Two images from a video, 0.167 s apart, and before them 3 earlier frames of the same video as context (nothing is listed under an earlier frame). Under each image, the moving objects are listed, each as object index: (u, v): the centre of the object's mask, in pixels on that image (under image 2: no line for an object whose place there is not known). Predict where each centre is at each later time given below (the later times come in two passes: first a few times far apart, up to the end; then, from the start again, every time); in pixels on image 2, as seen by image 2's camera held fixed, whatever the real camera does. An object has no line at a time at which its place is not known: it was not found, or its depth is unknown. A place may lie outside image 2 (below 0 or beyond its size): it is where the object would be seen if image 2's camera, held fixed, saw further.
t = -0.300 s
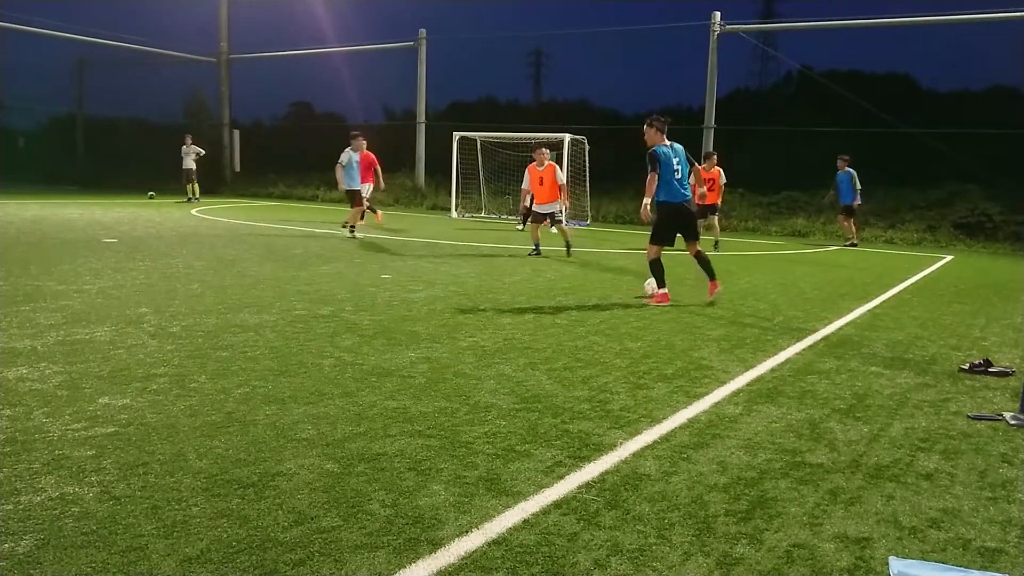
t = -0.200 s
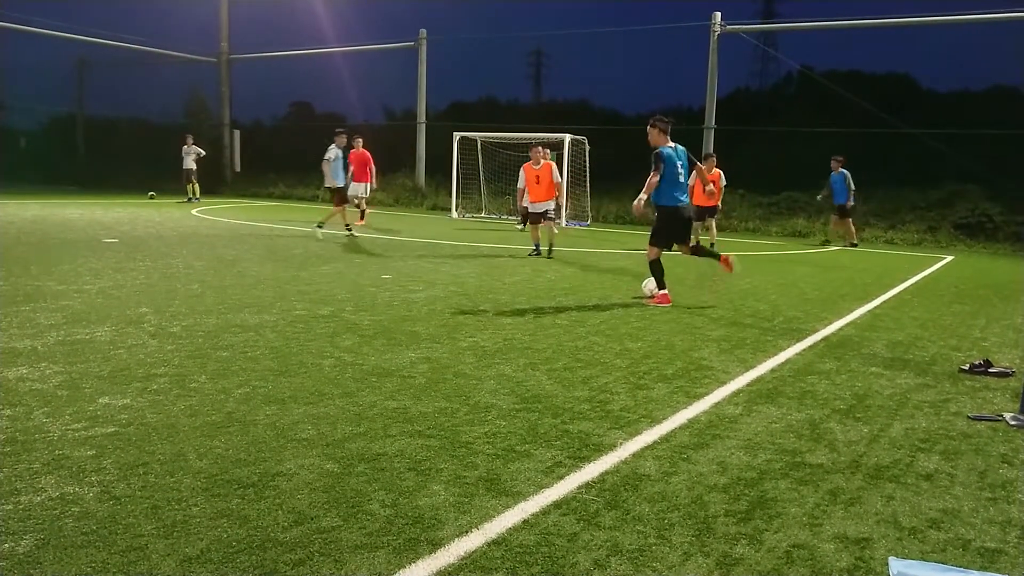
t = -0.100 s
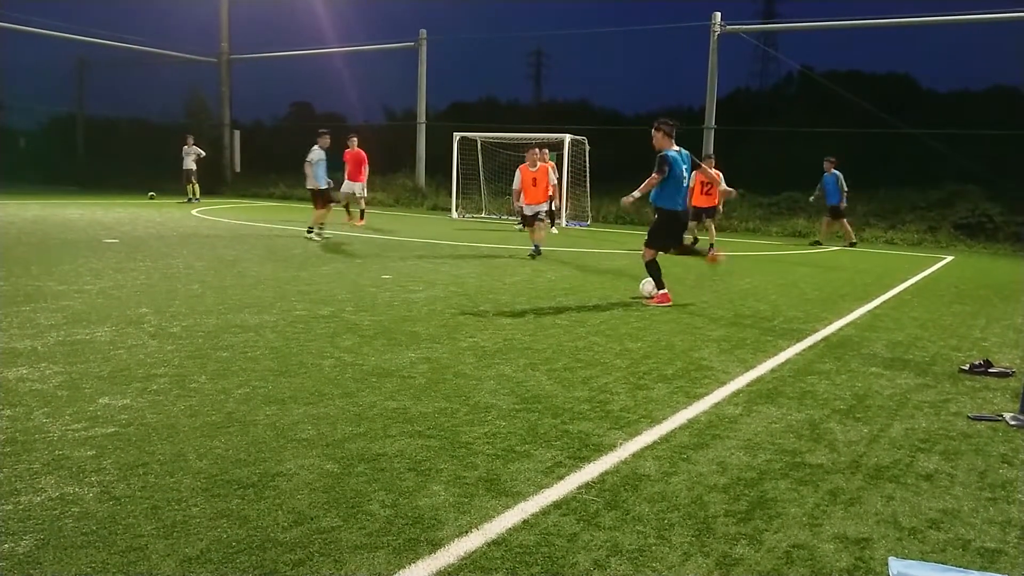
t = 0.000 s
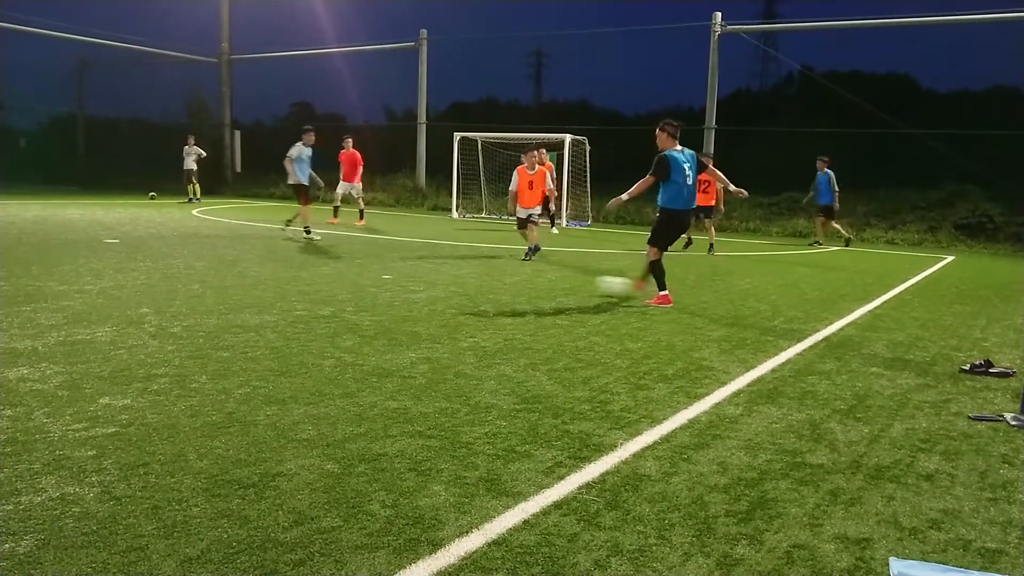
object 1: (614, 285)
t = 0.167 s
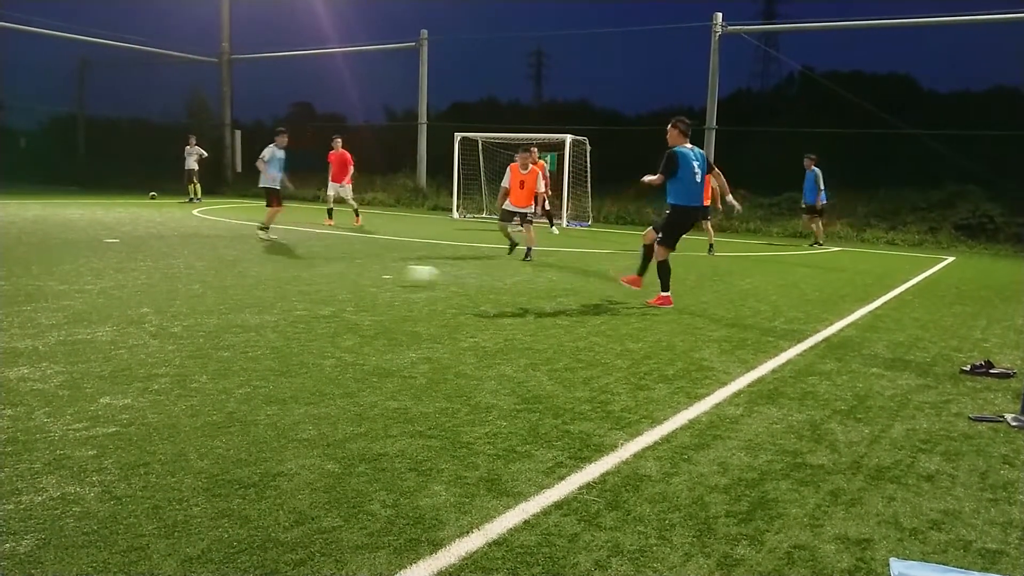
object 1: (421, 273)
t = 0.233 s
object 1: (349, 272)
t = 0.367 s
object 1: (230, 265)
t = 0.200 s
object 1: (384, 273)
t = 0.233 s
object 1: (349, 272)
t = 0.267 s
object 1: (317, 270)
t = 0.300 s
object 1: (290, 268)
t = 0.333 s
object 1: (259, 266)
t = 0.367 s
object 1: (230, 265)
